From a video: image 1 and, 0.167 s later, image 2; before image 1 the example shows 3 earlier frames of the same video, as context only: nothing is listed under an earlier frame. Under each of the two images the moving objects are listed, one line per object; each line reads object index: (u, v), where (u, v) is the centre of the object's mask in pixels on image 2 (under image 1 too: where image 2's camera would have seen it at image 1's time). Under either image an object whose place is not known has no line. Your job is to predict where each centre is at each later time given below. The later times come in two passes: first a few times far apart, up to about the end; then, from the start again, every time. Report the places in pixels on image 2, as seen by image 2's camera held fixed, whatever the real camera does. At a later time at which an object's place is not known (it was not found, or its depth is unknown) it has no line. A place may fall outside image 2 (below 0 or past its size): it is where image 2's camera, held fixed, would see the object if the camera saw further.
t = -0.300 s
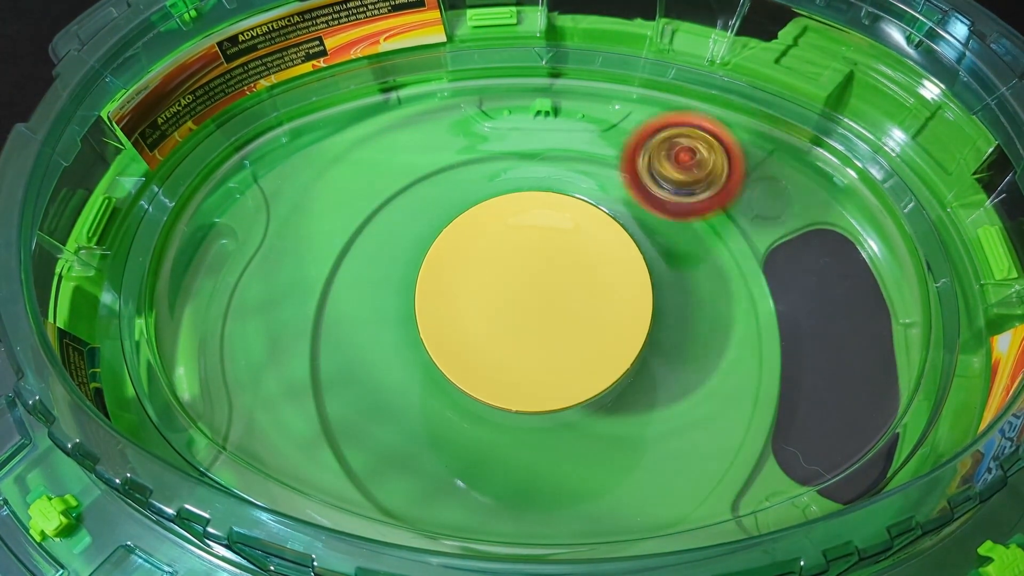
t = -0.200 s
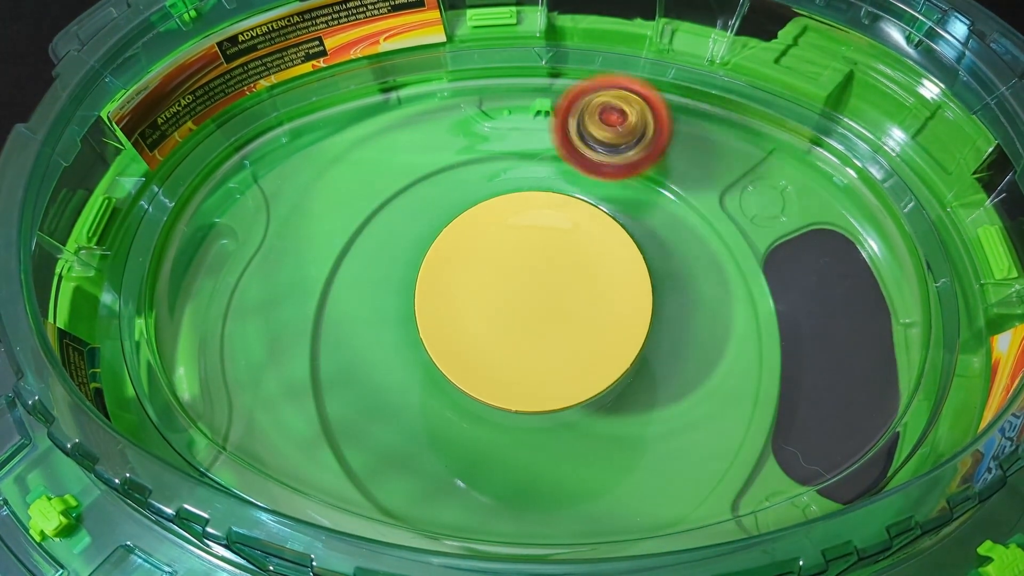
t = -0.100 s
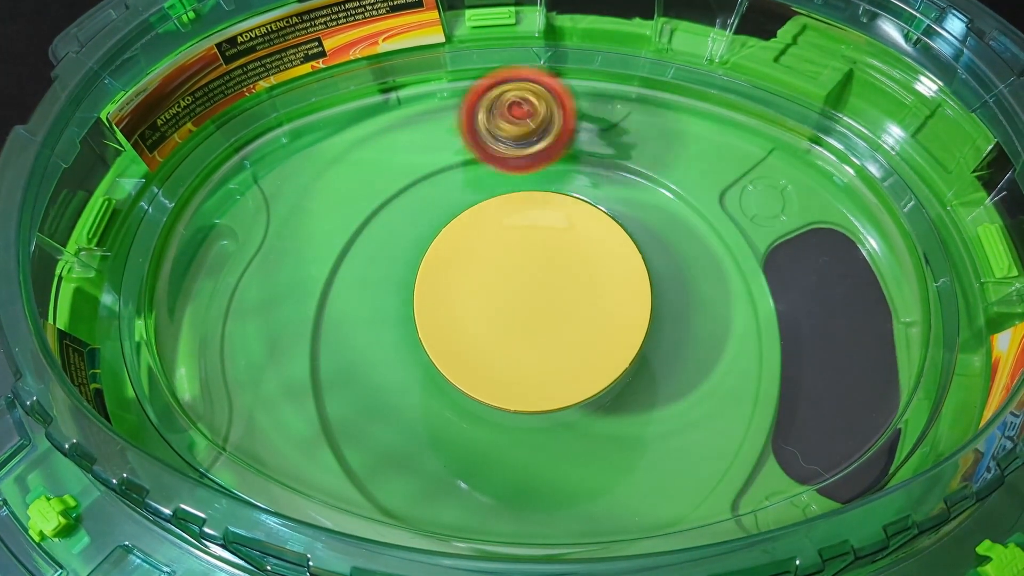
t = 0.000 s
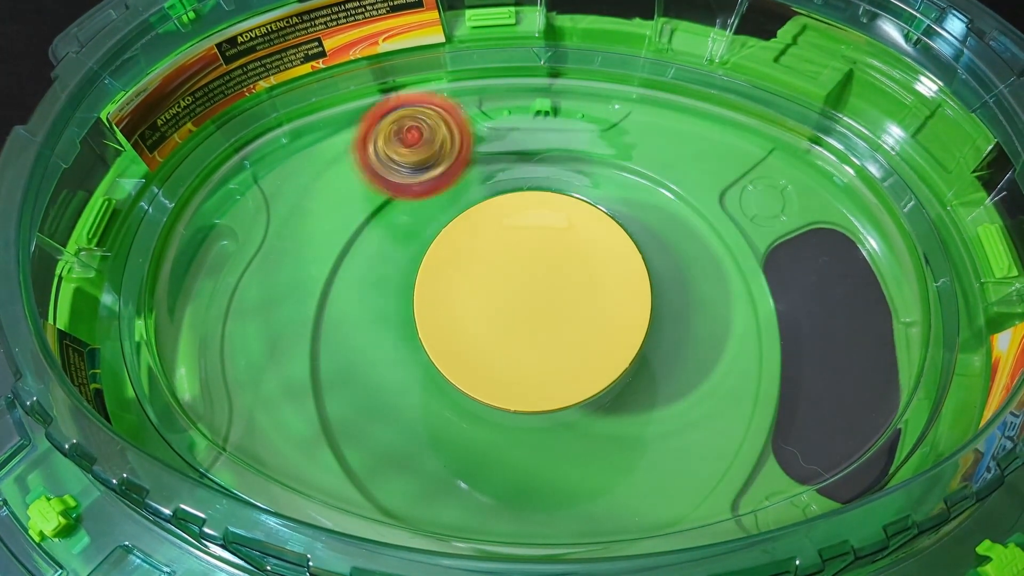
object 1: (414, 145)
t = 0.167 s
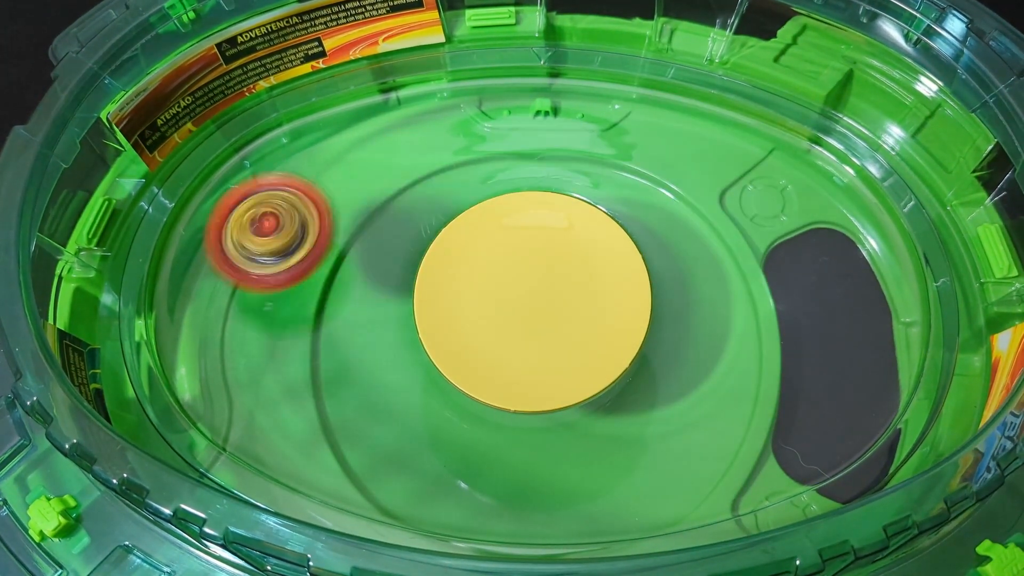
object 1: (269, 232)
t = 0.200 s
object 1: (252, 253)
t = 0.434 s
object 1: (283, 385)
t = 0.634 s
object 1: (461, 413)
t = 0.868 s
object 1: (645, 251)
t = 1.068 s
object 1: (536, 145)
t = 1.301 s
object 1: (388, 186)
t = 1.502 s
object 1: (380, 255)
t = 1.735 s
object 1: (522, 342)
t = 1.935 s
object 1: (623, 296)
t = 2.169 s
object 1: (557, 202)
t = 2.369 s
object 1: (478, 250)
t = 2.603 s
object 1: (535, 329)
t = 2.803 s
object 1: (613, 307)
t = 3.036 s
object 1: (574, 223)
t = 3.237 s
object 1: (499, 244)
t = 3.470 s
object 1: (499, 325)
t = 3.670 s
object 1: (572, 341)
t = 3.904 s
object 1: (597, 247)
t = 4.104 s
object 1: (522, 212)
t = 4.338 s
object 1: (454, 273)
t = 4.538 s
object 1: (505, 336)
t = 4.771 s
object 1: (586, 294)
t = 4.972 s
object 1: (574, 222)
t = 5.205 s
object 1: (488, 219)
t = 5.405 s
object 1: (473, 287)
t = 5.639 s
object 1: (557, 309)
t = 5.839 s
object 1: (603, 257)
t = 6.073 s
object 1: (538, 208)
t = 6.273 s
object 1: (483, 248)
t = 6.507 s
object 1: (509, 314)
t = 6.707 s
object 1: (576, 322)
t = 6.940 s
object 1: (600, 253)
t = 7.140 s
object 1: (535, 215)
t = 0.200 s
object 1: (252, 253)
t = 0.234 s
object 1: (241, 274)
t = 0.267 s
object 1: (236, 296)
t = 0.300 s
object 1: (236, 315)
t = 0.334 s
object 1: (241, 335)
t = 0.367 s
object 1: (250, 354)
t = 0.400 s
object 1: (264, 370)
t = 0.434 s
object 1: (283, 385)
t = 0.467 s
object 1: (305, 396)
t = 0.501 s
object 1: (331, 405)
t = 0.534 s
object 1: (360, 412)
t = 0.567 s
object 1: (390, 417)
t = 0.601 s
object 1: (423, 417)
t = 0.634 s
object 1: (461, 413)
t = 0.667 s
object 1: (497, 406)
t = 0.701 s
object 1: (534, 394)
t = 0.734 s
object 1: (571, 373)
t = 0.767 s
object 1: (603, 347)
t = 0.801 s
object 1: (626, 316)
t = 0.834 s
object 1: (640, 284)
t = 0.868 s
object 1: (645, 251)
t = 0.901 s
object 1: (642, 220)
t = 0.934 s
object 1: (629, 196)
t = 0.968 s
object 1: (611, 176)
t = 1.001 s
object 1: (589, 161)
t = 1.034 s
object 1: (563, 150)
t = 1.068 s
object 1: (536, 145)
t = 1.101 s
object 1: (509, 143)
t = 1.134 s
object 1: (483, 143)
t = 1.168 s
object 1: (450, 149)
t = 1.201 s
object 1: (431, 155)
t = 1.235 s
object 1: (414, 165)
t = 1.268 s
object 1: (399, 176)
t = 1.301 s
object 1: (388, 186)
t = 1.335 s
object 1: (379, 197)
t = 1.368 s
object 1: (374, 207)
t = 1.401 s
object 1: (371, 219)
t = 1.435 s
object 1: (371, 231)
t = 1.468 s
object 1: (374, 242)
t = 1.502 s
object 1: (380, 255)
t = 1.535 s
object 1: (388, 268)
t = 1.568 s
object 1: (400, 283)
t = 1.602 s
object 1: (418, 300)
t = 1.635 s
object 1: (442, 315)
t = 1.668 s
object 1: (468, 328)
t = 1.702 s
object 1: (494, 337)
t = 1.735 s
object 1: (522, 342)
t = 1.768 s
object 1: (547, 344)
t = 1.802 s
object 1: (570, 342)
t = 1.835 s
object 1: (590, 335)
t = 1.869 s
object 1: (606, 325)
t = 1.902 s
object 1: (617, 312)
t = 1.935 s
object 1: (623, 296)
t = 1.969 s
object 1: (623, 279)
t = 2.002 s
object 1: (620, 262)
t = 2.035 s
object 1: (612, 245)
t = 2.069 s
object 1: (602, 230)
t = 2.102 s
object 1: (589, 217)
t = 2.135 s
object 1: (574, 208)
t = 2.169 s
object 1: (557, 202)
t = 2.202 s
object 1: (540, 202)
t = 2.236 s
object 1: (523, 204)
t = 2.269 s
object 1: (507, 212)
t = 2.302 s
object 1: (494, 222)
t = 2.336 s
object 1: (485, 236)
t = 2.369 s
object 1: (478, 250)
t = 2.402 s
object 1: (477, 265)
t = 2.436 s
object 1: (479, 279)
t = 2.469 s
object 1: (487, 293)
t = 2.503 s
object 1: (495, 305)
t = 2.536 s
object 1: (508, 315)
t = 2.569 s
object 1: (520, 323)
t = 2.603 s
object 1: (535, 329)
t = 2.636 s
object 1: (550, 333)
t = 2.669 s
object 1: (566, 335)
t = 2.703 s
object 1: (581, 332)
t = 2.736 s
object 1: (595, 328)
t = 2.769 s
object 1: (606, 318)
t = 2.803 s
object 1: (613, 307)
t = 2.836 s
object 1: (616, 294)
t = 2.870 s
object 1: (616, 280)
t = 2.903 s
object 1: (615, 266)
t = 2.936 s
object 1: (609, 252)
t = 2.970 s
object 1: (600, 240)
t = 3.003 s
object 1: (589, 230)
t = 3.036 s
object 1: (574, 223)
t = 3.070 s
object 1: (560, 220)
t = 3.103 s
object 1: (546, 219)
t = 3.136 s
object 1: (532, 222)
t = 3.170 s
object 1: (519, 227)
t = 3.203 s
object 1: (508, 235)
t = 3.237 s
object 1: (499, 244)
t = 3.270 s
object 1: (492, 255)
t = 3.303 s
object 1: (487, 267)
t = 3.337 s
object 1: (484, 279)
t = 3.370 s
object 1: (483, 292)
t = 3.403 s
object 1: (486, 304)
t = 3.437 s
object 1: (491, 315)
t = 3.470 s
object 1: (499, 325)
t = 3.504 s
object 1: (508, 334)
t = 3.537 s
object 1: (518, 341)
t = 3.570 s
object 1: (530, 347)
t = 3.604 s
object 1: (544, 349)
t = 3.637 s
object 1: (559, 346)
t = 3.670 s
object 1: (572, 341)
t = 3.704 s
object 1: (584, 332)
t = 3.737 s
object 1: (594, 320)
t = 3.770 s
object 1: (602, 306)
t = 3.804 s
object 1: (605, 291)
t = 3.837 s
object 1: (606, 276)
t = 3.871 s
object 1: (603, 261)
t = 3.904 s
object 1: (597, 247)
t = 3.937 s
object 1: (587, 235)
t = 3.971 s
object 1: (580, 230)
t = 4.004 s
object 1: (567, 222)
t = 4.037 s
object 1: (551, 216)
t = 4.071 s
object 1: (537, 213)
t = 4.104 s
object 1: (522, 212)
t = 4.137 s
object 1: (506, 215)
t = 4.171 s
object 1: (492, 220)
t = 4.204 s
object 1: (480, 226)
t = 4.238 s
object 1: (470, 236)
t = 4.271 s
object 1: (461, 247)
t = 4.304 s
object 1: (457, 259)
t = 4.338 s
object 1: (454, 273)
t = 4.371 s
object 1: (454, 287)
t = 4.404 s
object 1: (458, 300)
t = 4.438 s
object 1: (465, 313)
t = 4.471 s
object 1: (475, 324)
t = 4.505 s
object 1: (489, 332)
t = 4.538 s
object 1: (505, 336)
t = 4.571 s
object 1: (518, 338)
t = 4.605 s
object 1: (532, 335)
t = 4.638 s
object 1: (545, 332)
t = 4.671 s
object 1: (557, 325)
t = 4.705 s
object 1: (568, 316)
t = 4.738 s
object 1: (577, 306)
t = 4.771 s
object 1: (586, 294)
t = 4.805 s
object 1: (588, 281)
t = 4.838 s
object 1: (591, 269)
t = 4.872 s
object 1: (590, 257)
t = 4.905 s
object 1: (588, 244)
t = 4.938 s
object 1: (581, 232)
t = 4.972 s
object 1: (574, 222)
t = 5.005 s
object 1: (564, 213)
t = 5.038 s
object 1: (552, 207)
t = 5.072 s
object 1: (540, 204)
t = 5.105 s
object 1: (526, 204)
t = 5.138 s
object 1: (513, 206)
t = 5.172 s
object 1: (500, 211)
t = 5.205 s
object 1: (488, 219)
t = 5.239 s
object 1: (478, 228)
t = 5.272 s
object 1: (470, 240)
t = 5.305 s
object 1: (466, 251)
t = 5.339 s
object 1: (465, 265)
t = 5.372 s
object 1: (469, 277)
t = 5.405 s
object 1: (473, 287)
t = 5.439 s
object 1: (484, 297)
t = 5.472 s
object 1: (493, 303)
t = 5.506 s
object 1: (504, 309)
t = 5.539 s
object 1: (518, 311)
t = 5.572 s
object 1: (530, 314)
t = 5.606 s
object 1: (545, 312)
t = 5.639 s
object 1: (557, 309)
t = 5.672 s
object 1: (570, 303)
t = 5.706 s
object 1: (580, 297)
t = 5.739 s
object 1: (589, 288)
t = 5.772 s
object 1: (596, 280)
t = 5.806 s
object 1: (602, 269)
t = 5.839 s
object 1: (603, 257)
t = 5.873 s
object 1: (601, 245)
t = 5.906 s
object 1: (596, 235)
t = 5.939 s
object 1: (588, 225)
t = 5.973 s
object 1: (578, 217)
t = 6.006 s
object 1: (565, 212)
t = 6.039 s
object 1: (553, 208)
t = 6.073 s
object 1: (538, 208)
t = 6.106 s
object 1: (532, 209)
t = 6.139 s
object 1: (517, 212)
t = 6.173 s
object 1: (506, 219)
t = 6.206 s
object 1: (495, 227)
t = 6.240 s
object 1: (489, 236)
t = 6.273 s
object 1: (483, 248)
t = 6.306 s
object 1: (482, 257)
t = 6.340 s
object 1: (481, 269)
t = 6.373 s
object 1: (483, 279)
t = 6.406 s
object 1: (488, 291)
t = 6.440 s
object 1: (493, 298)
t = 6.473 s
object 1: (501, 307)
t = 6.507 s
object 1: (509, 314)
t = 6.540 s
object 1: (520, 319)
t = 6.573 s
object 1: (530, 324)
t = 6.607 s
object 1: (542, 326)
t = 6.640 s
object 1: (553, 327)
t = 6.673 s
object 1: (564, 325)
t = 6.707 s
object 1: (576, 322)
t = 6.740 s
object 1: (586, 317)
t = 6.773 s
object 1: (593, 308)
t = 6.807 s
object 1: (600, 300)
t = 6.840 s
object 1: (604, 289)
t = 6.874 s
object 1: (606, 277)
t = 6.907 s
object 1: (606, 266)
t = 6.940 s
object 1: (600, 253)
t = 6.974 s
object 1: (594, 242)
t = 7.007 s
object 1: (586, 233)
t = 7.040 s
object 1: (573, 225)
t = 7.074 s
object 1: (562, 219)
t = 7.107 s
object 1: (547, 217)
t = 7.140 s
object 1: (535, 215)
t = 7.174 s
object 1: (522, 217)
